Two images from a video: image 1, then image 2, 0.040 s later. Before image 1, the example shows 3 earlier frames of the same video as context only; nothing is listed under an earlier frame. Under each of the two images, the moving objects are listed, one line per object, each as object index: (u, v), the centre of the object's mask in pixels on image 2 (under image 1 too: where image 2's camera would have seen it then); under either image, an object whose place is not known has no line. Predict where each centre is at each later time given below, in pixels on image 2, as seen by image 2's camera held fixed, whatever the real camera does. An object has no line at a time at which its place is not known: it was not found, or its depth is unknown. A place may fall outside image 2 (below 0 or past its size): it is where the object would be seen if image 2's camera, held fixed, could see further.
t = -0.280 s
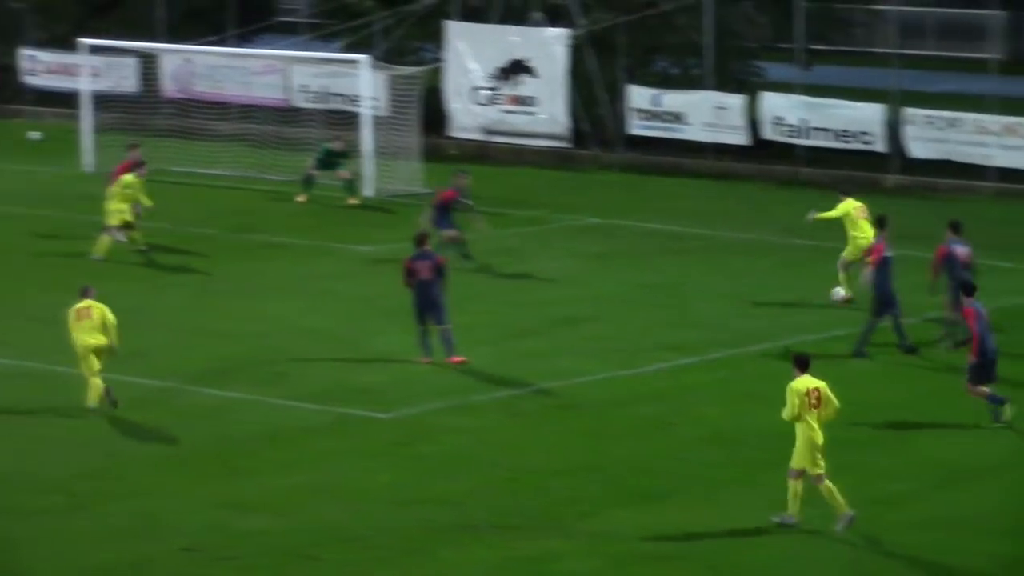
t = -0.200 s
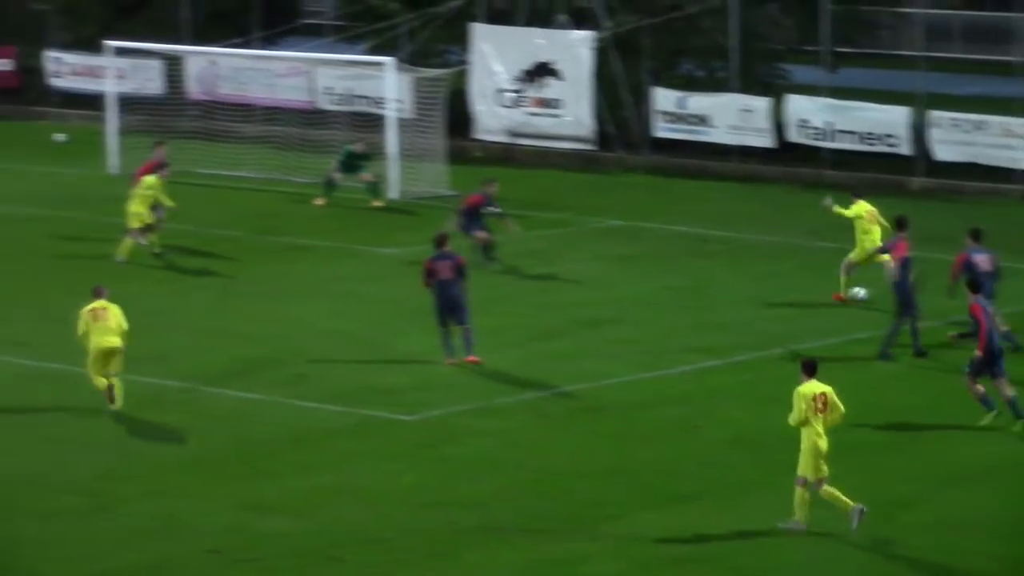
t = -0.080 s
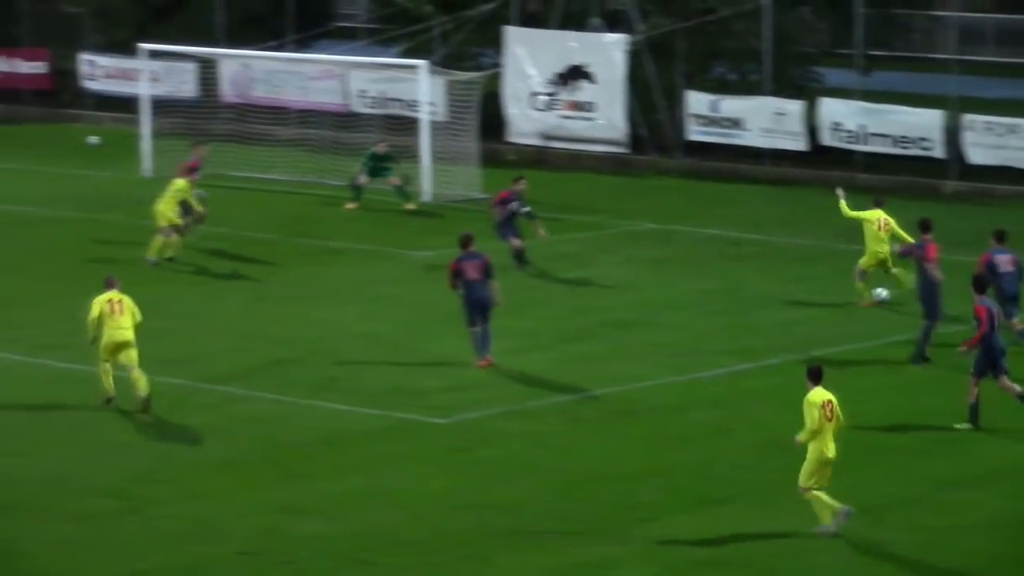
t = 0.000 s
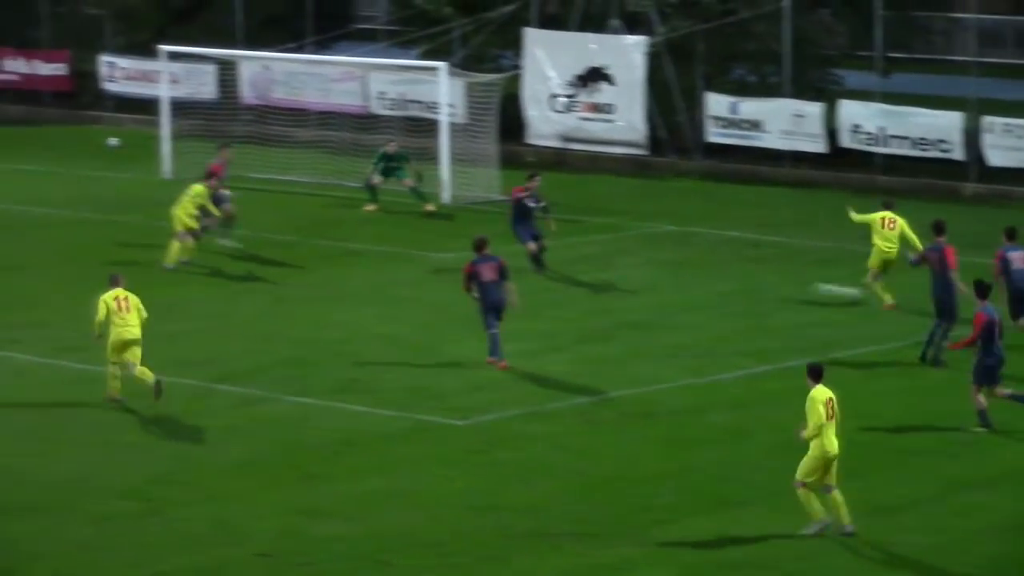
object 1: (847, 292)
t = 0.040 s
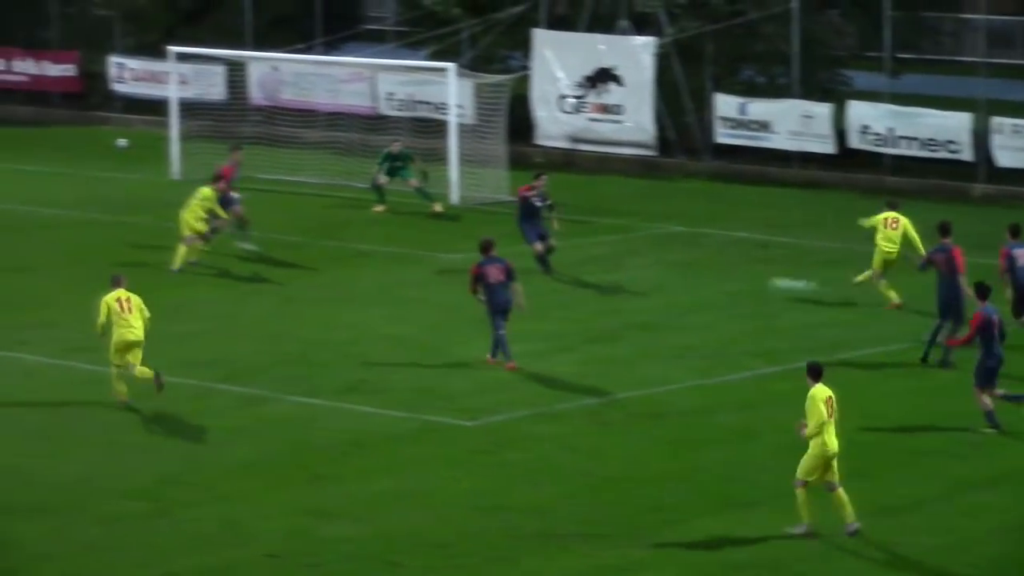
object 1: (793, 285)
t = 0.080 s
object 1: (743, 281)
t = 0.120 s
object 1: (693, 278)
